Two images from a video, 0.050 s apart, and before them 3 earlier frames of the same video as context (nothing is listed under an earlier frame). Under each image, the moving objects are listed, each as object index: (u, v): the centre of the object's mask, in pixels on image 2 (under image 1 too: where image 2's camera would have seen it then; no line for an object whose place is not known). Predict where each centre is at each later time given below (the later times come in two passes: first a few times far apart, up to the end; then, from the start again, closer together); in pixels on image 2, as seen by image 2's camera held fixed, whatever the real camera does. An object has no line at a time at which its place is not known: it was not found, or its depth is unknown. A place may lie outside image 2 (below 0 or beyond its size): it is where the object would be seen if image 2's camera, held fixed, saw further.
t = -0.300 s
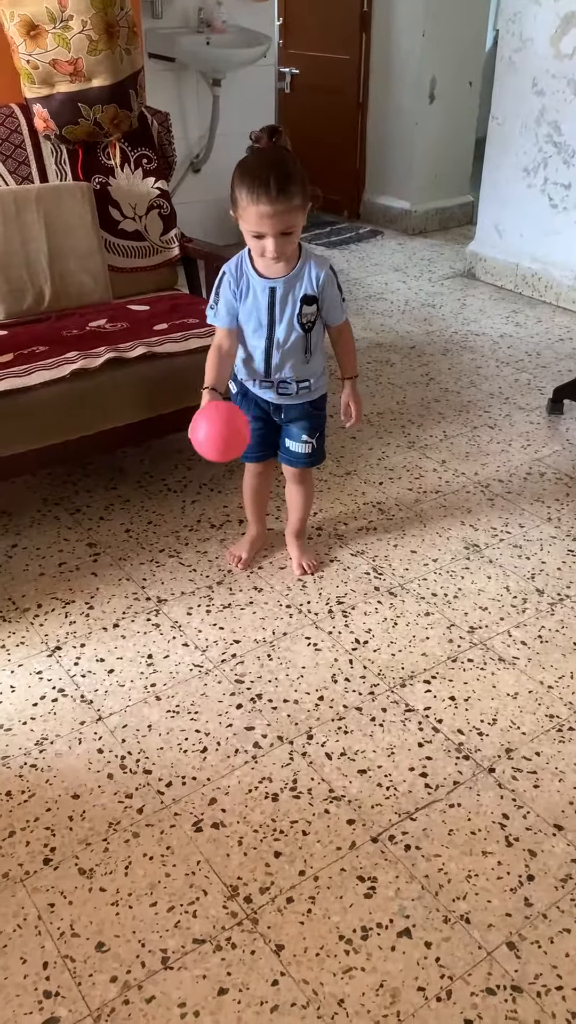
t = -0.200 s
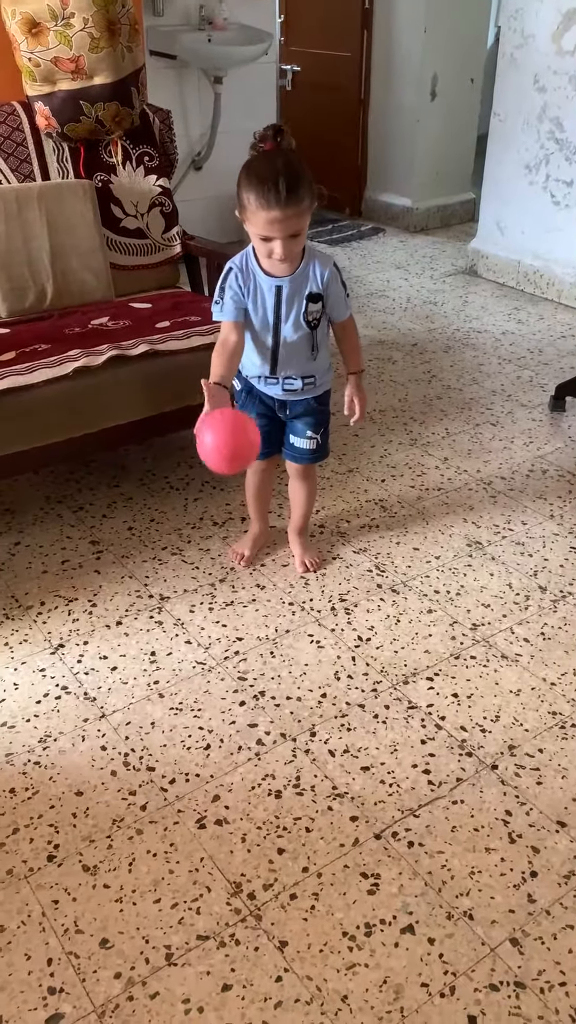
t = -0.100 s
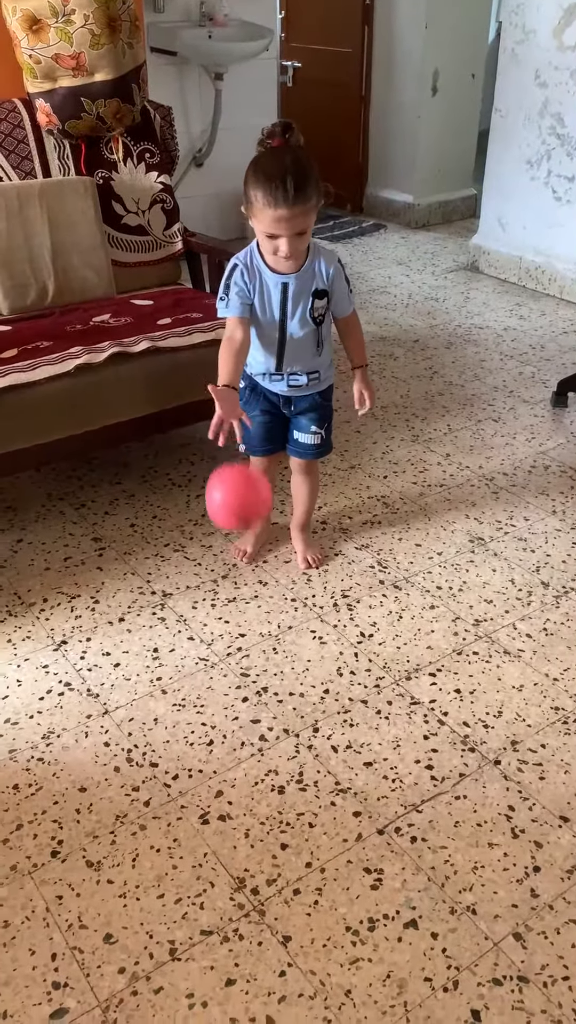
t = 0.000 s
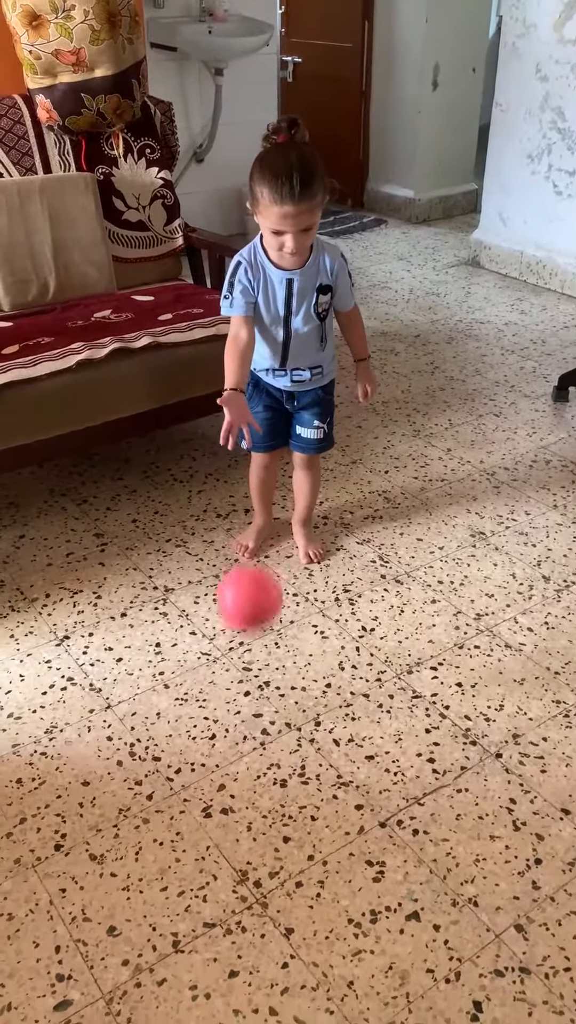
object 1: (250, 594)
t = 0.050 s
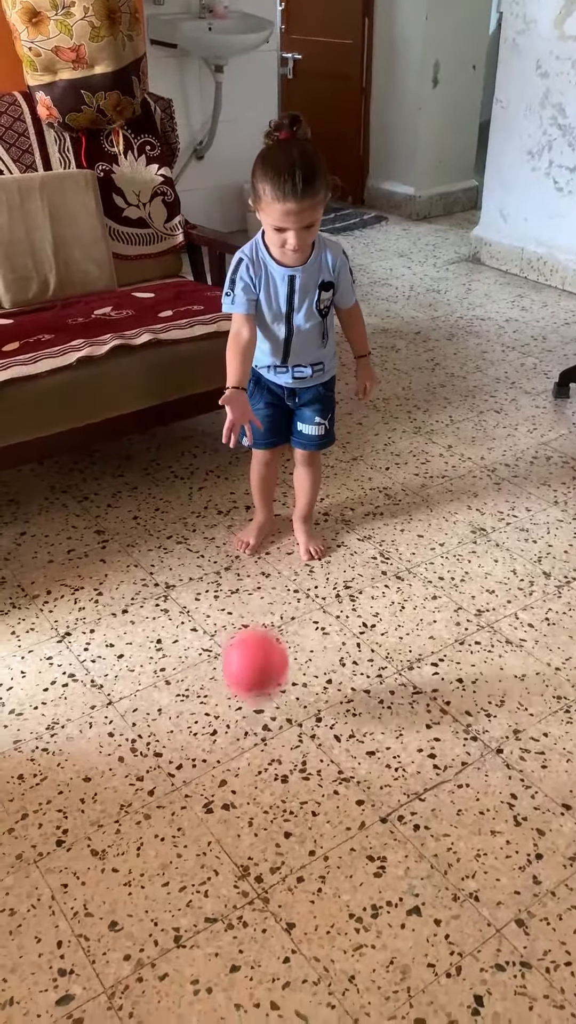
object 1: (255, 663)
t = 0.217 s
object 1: (256, 634)
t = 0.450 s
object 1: (258, 698)
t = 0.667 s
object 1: (261, 752)
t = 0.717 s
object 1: (262, 761)
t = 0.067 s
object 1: (256, 687)
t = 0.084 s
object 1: (257, 700)
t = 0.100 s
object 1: (257, 689)
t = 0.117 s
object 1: (258, 678)
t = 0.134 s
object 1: (257, 668)
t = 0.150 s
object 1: (257, 659)
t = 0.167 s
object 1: (257, 651)
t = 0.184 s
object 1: (257, 645)
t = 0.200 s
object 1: (257, 639)
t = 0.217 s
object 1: (256, 634)
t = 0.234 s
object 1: (256, 631)
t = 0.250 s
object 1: (256, 629)
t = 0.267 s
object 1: (256, 628)
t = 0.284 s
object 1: (256, 628)
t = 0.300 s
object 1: (257, 629)
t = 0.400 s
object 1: (257, 663)
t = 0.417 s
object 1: (258, 674)
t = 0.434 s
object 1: (258, 685)
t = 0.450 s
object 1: (258, 698)
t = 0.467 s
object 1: (258, 712)
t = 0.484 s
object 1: (259, 728)
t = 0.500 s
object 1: (259, 743)
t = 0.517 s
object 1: (260, 760)
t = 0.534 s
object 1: (260, 776)
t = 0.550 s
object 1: (260, 770)
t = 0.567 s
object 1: (260, 764)
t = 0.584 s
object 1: (260, 758)
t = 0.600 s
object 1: (260, 754)
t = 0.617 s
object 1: (260, 752)
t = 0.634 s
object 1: (261, 751)
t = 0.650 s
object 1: (261, 751)
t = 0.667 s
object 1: (261, 752)
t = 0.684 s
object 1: (261, 753)
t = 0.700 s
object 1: (262, 756)
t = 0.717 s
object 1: (262, 761)
